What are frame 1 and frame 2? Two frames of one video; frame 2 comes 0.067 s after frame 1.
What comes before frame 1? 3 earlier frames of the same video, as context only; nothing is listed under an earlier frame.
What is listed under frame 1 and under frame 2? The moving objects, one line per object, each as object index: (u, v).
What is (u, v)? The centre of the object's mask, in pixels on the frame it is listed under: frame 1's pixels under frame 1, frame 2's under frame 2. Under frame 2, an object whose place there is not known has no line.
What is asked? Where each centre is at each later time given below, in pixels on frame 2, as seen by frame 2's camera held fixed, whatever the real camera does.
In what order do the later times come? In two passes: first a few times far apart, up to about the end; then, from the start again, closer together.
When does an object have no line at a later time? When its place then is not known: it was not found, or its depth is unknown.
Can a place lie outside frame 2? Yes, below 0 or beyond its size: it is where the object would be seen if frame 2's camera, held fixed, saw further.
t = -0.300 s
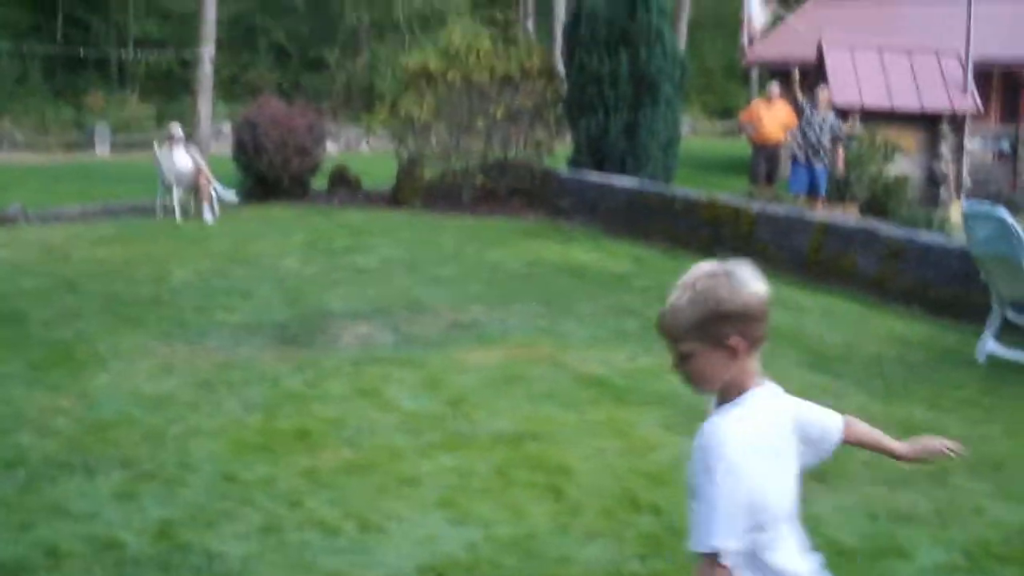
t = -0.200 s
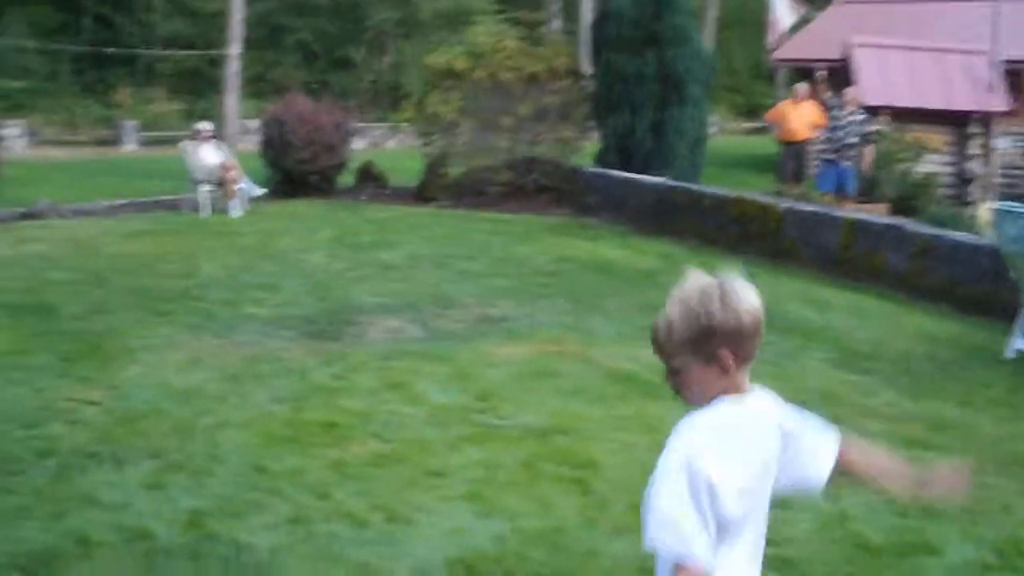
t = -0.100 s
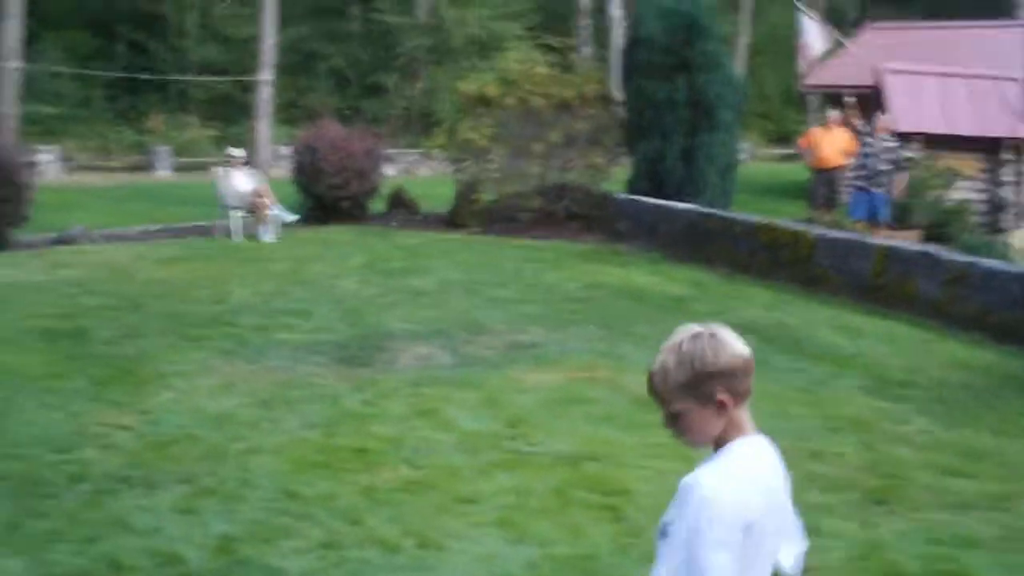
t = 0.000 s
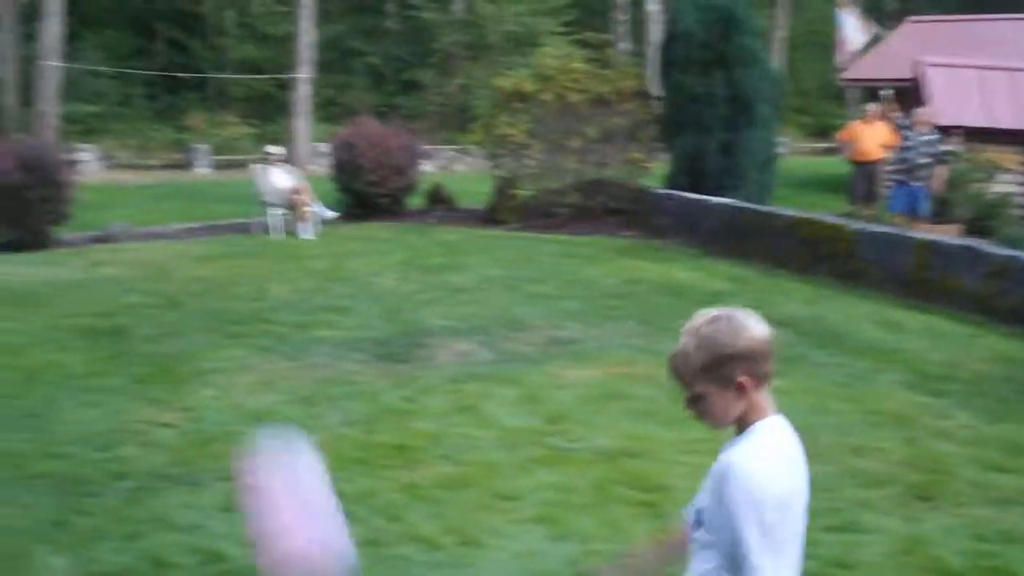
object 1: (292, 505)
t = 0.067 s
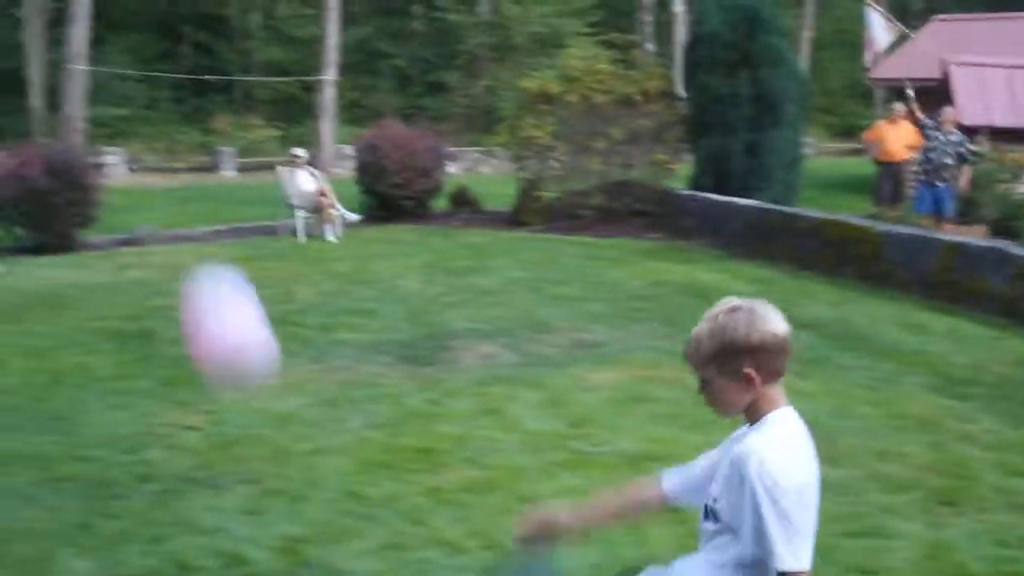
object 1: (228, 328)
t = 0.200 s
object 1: (122, 127)
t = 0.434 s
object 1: (6, 34)
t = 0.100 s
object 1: (196, 260)
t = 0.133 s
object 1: (168, 204)
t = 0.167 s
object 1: (144, 162)
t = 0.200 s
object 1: (122, 127)
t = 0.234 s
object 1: (100, 99)
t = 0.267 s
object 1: (84, 78)
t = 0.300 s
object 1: (69, 62)
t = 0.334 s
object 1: (52, 51)
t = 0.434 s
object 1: (6, 34)
